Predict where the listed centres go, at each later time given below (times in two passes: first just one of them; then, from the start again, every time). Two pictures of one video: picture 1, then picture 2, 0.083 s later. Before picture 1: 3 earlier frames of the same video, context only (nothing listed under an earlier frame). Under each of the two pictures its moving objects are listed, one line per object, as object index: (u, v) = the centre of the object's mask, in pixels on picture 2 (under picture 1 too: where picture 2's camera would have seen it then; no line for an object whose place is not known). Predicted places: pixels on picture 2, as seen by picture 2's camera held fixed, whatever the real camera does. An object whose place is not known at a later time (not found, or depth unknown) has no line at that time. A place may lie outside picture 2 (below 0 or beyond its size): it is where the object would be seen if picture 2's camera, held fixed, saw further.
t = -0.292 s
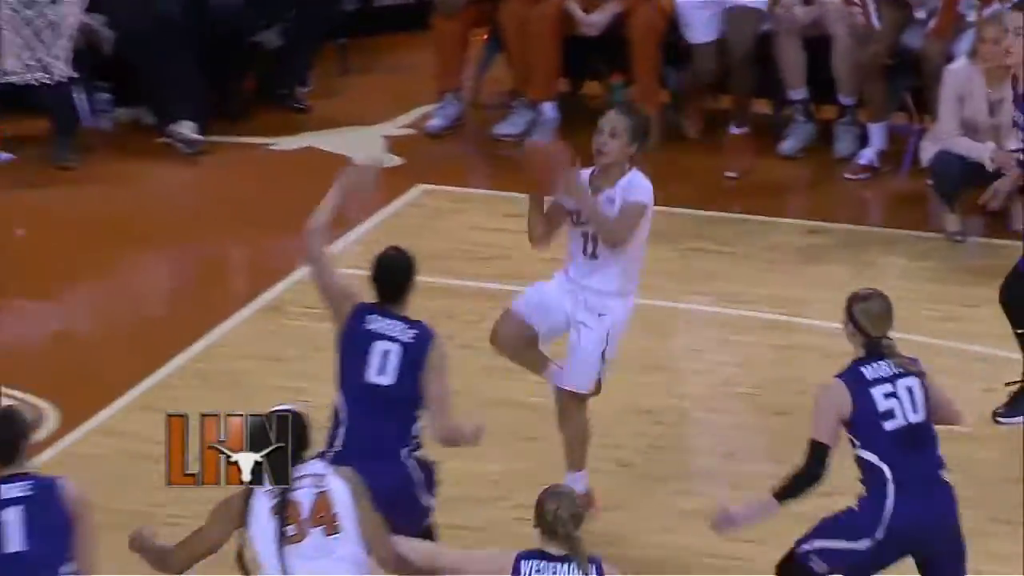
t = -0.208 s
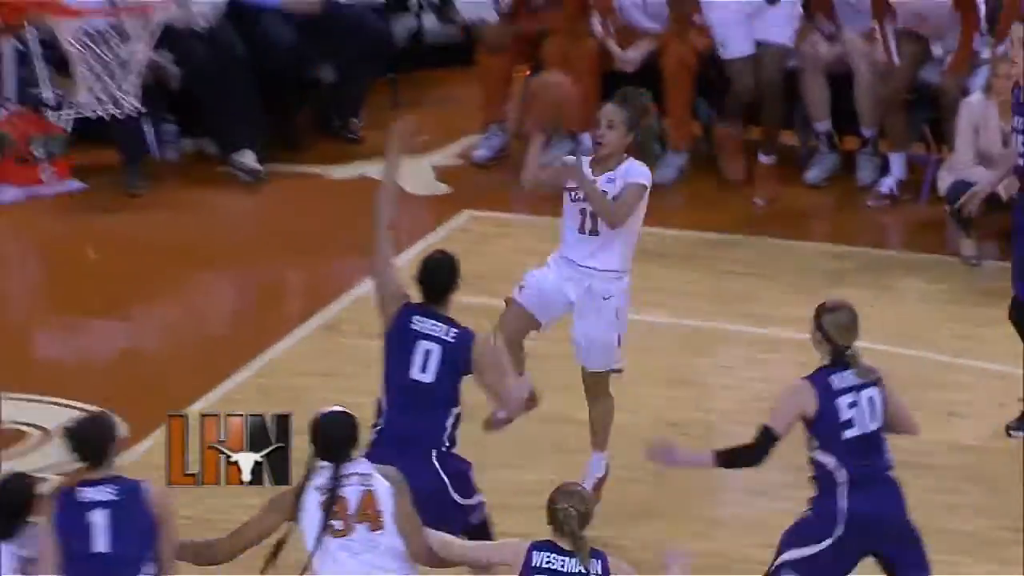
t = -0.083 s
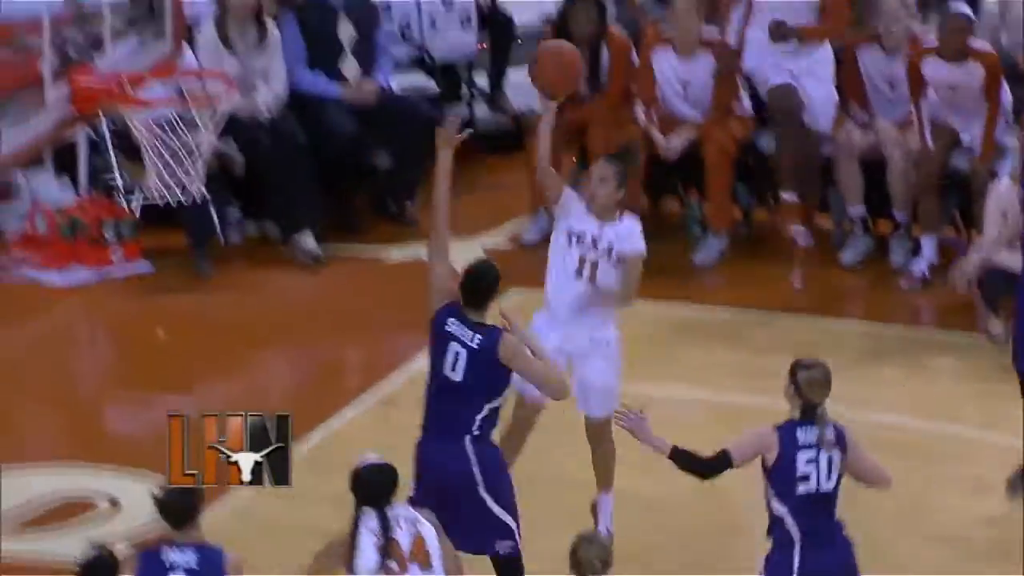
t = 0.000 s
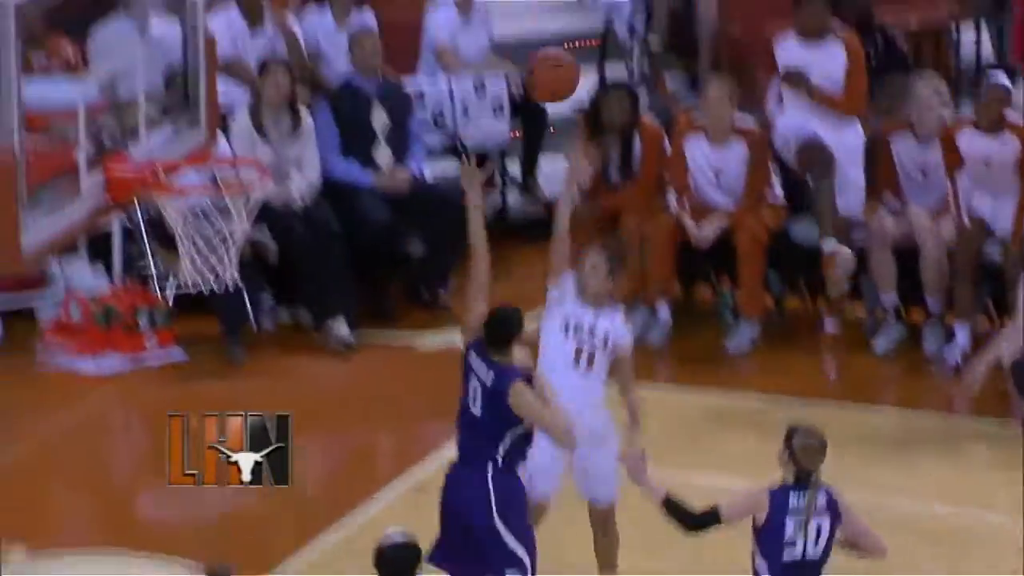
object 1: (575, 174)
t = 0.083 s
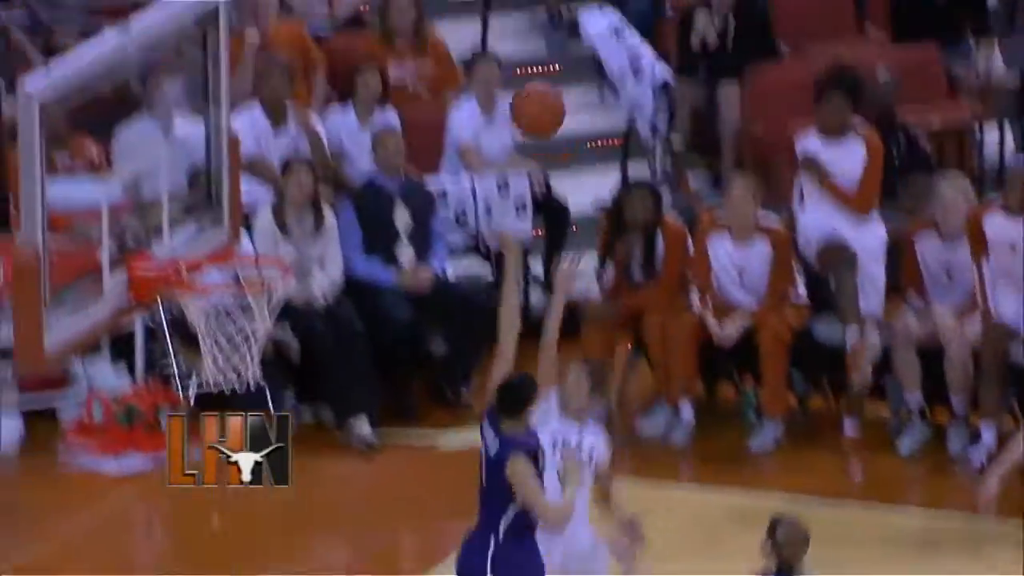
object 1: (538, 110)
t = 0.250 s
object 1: (463, 28)
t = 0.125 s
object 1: (516, 79)
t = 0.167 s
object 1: (500, 61)
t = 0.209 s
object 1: (477, 38)
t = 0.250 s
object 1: (463, 28)
